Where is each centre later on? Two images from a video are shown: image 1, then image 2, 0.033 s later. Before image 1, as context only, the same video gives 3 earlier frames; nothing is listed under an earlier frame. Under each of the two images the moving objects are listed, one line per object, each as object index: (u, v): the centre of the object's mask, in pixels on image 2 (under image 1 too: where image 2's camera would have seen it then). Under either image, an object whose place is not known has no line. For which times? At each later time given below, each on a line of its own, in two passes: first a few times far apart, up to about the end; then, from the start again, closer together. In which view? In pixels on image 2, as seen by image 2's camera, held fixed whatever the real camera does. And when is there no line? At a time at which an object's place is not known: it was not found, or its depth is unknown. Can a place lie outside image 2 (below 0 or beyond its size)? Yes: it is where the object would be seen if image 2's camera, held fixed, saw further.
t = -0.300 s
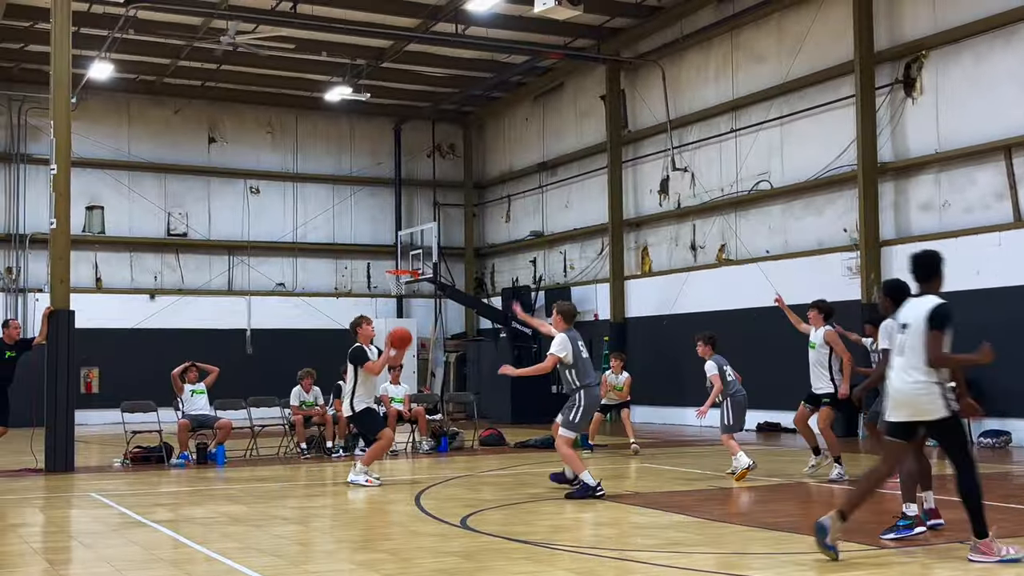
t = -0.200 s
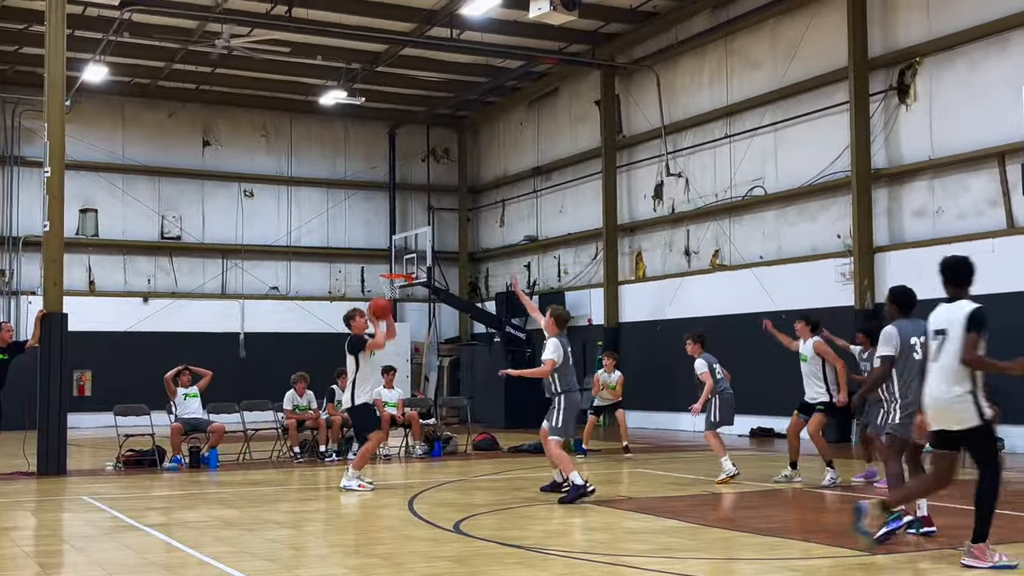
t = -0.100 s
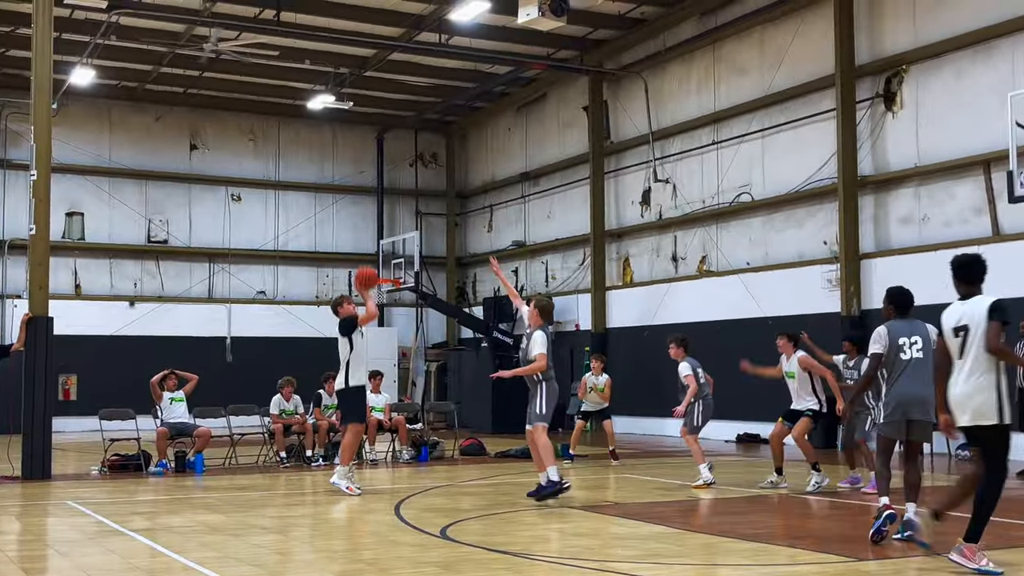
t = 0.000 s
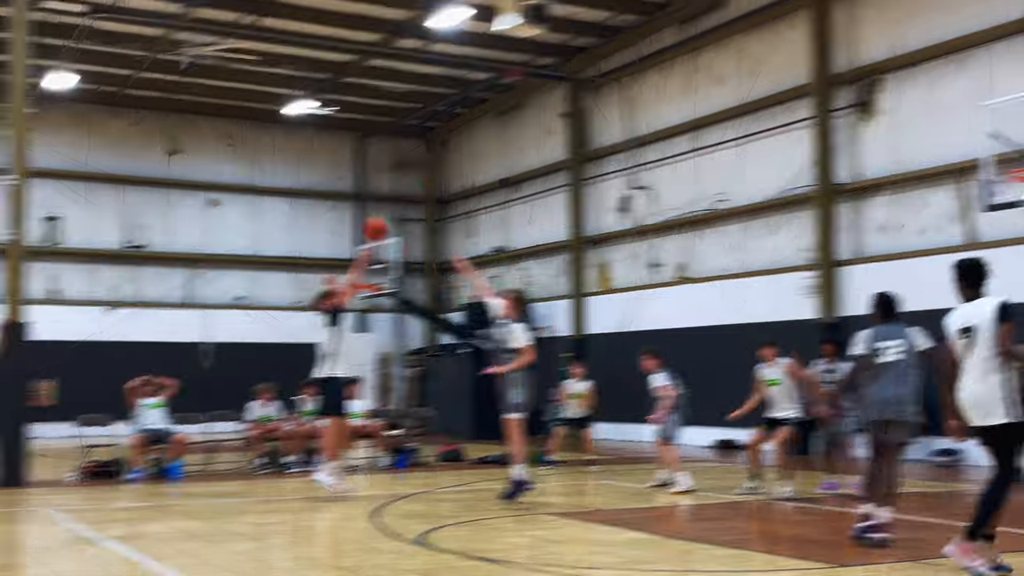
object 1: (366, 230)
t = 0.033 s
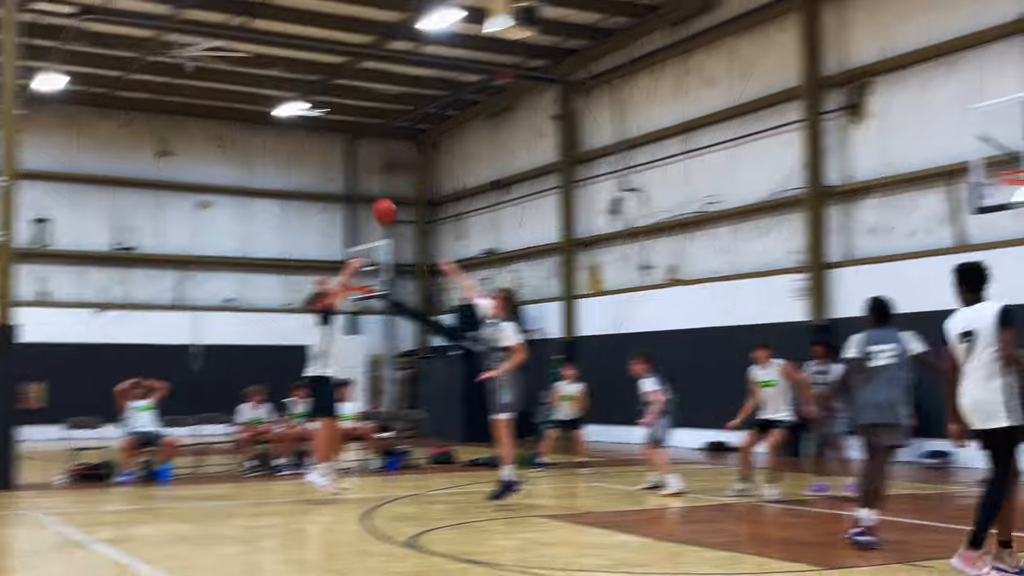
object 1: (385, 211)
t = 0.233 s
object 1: (497, 116)
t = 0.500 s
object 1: (643, 47)
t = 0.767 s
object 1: (793, 41)
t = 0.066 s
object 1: (402, 193)
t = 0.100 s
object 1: (422, 176)
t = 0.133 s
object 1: (441, 159)
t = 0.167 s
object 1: (460, 143)
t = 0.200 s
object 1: (479, 129)
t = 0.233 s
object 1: (497, 116)
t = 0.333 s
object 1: (548, 84)
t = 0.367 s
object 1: (565, 75)
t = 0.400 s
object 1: (584, 67)
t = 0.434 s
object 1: (602, 60)
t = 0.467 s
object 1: (625, 52)
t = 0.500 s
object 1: (643, 47)
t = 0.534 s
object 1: (661, 43)
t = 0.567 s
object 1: (680, 40)
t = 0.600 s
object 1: (695, 38)
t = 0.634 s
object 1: (716, 35)
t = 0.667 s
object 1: (736, 35)
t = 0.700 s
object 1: (756, 36)
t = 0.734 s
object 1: (774, 38)
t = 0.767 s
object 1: (793, 41)
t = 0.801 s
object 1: (812, 46)
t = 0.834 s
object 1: (832, 51)
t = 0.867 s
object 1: (849, 57)
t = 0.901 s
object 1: (870, 65)
